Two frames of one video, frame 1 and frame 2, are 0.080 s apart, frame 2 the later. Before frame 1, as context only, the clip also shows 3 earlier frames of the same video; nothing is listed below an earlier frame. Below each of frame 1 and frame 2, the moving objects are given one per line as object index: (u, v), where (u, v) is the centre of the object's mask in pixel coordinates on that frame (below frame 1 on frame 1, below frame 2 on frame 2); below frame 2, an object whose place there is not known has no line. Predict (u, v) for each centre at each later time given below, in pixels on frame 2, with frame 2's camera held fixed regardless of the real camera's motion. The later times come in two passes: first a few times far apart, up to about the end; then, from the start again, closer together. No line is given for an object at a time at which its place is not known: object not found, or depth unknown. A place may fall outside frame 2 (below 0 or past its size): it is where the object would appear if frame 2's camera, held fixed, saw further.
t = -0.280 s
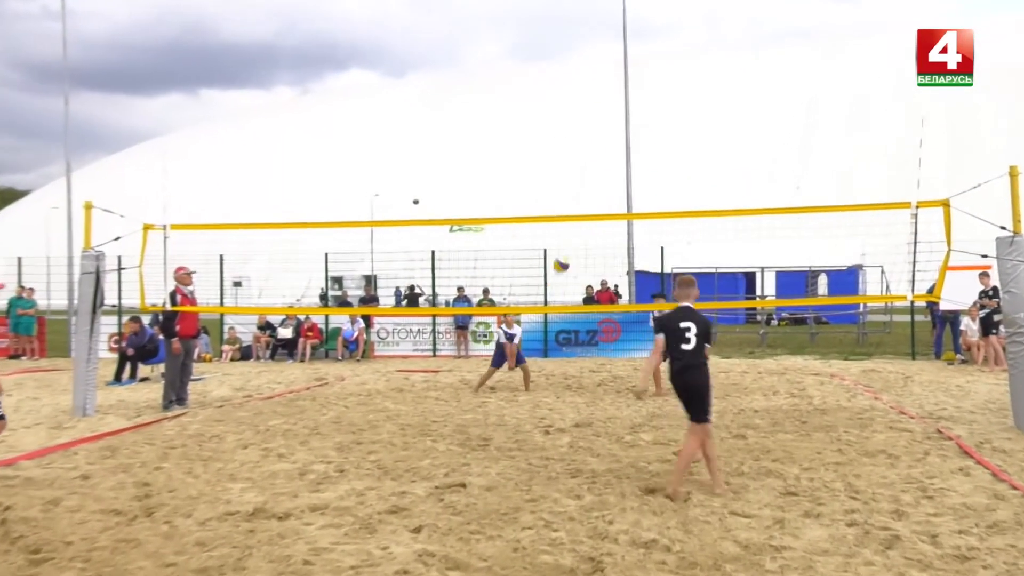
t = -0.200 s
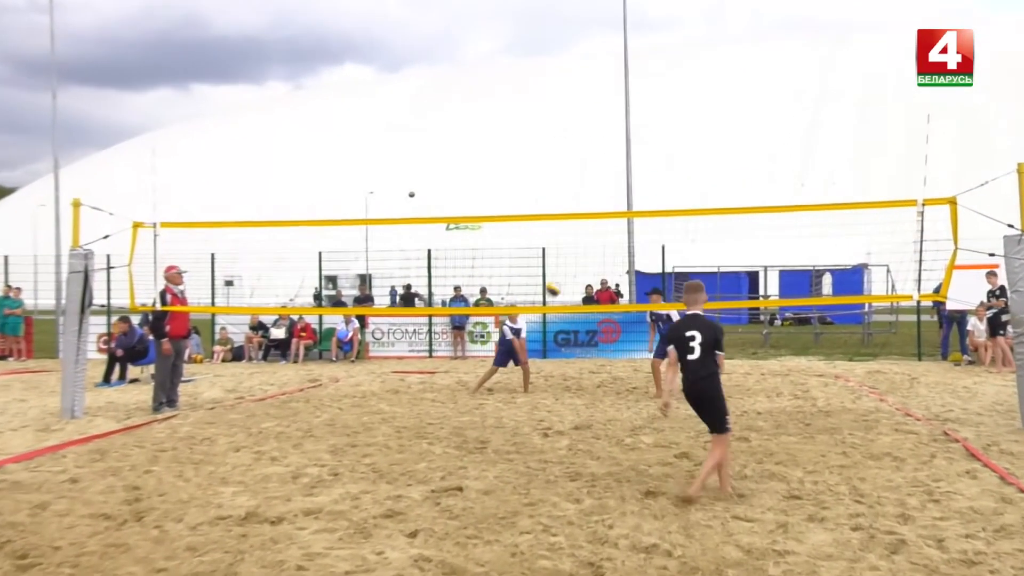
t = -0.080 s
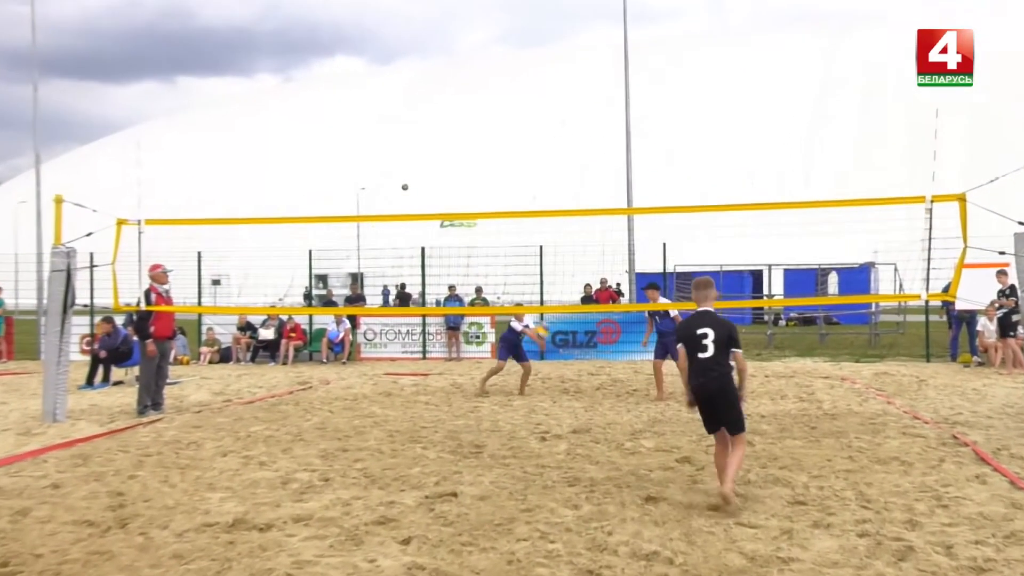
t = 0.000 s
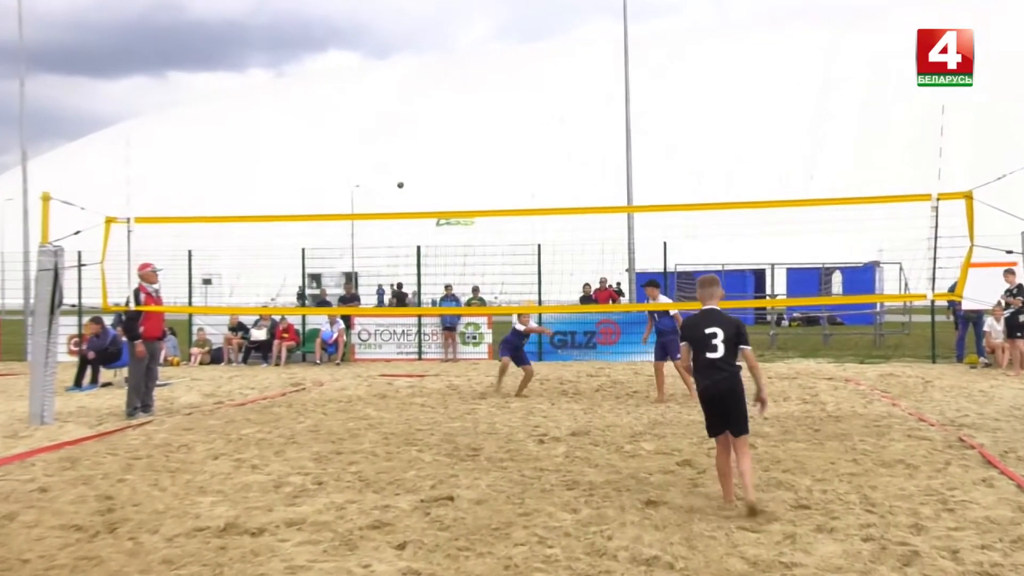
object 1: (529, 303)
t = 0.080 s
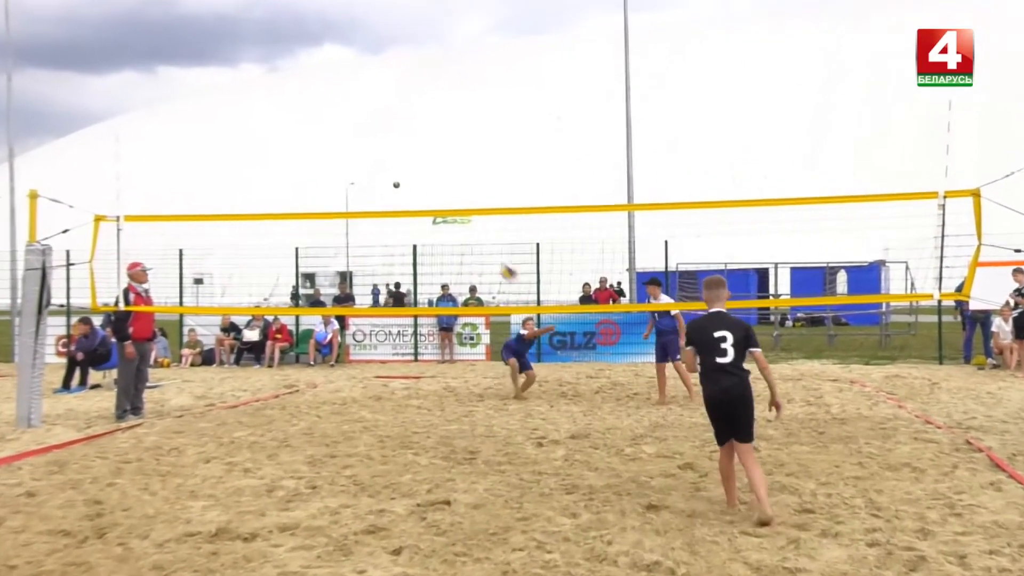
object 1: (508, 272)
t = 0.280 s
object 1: (456, 191)
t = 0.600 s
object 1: (347, 110)
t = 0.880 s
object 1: (212, 113)
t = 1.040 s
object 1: (107, 171)
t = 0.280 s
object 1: (456, 191)
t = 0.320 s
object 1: (444, 179)
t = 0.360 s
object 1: (431, 167)
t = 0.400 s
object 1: (418, 154)
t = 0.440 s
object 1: (407, 143)
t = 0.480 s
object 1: (392, 132)
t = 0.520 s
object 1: (378, 124)
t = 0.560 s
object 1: (363, 115)
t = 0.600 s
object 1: (347, 110)
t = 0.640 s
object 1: (330, 105)
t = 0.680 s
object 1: (314, 101)
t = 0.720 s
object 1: (299, 100)
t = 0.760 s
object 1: (280, 100)
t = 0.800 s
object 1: (262, 103)
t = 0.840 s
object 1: (234, 106)
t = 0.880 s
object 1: (212, 113)
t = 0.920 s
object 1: (188, 124)
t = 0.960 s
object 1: (166, 135)
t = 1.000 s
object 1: (135, 151)
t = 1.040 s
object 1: (107, 171)
